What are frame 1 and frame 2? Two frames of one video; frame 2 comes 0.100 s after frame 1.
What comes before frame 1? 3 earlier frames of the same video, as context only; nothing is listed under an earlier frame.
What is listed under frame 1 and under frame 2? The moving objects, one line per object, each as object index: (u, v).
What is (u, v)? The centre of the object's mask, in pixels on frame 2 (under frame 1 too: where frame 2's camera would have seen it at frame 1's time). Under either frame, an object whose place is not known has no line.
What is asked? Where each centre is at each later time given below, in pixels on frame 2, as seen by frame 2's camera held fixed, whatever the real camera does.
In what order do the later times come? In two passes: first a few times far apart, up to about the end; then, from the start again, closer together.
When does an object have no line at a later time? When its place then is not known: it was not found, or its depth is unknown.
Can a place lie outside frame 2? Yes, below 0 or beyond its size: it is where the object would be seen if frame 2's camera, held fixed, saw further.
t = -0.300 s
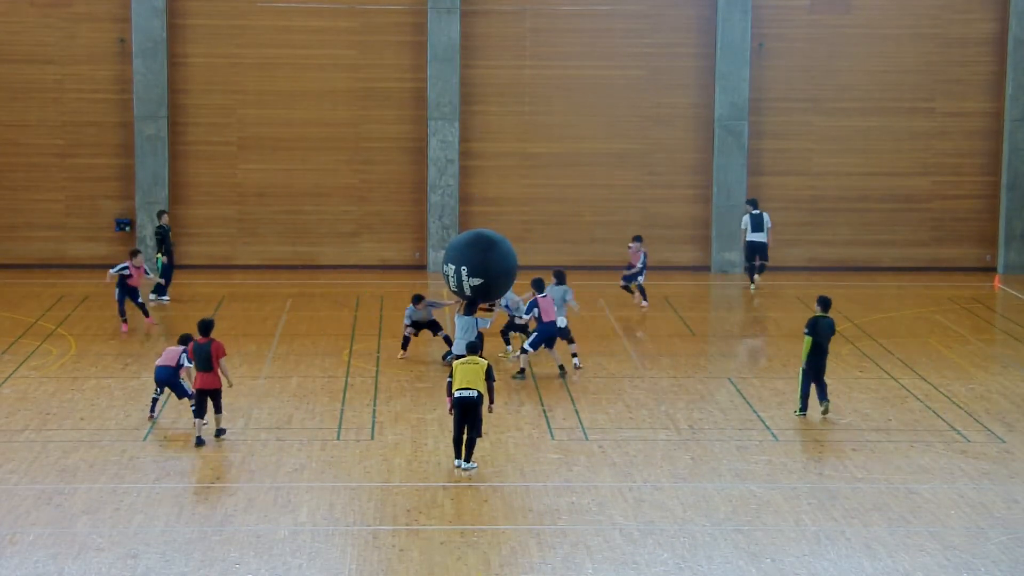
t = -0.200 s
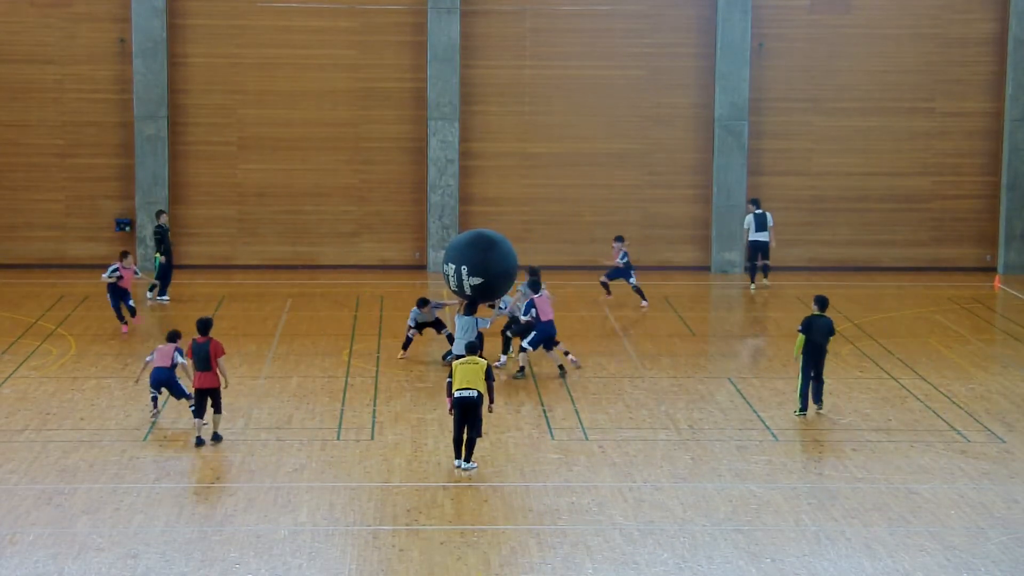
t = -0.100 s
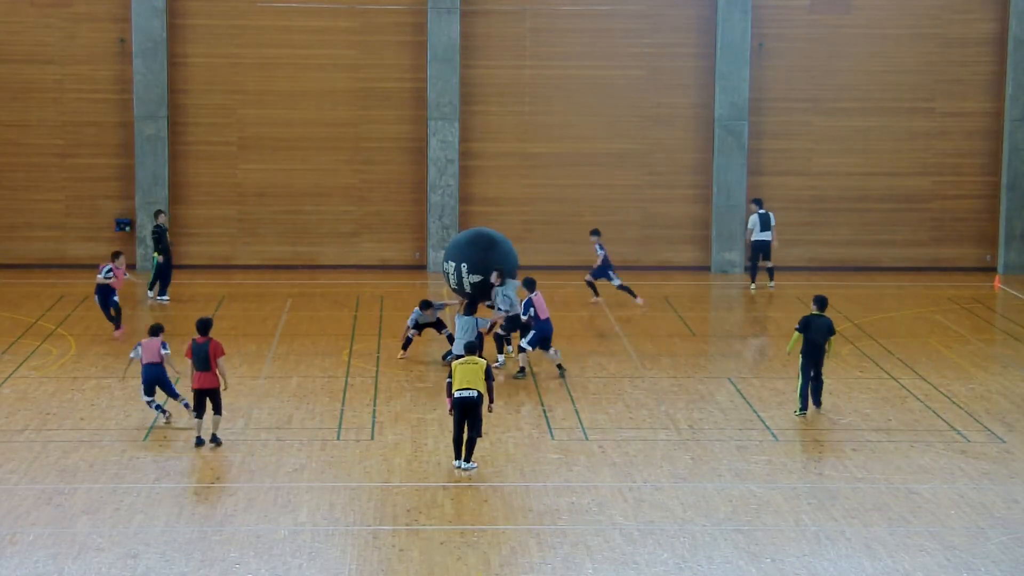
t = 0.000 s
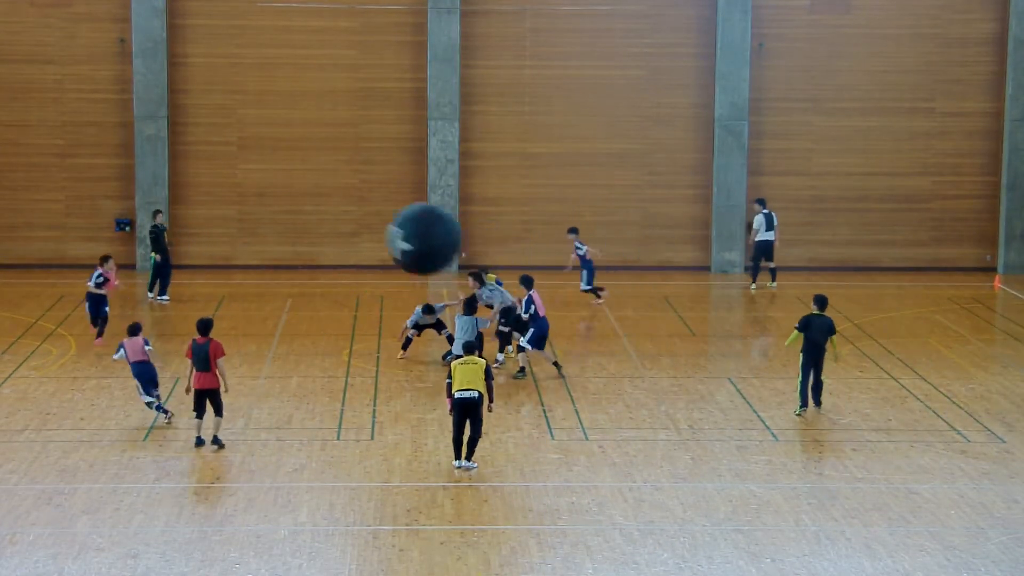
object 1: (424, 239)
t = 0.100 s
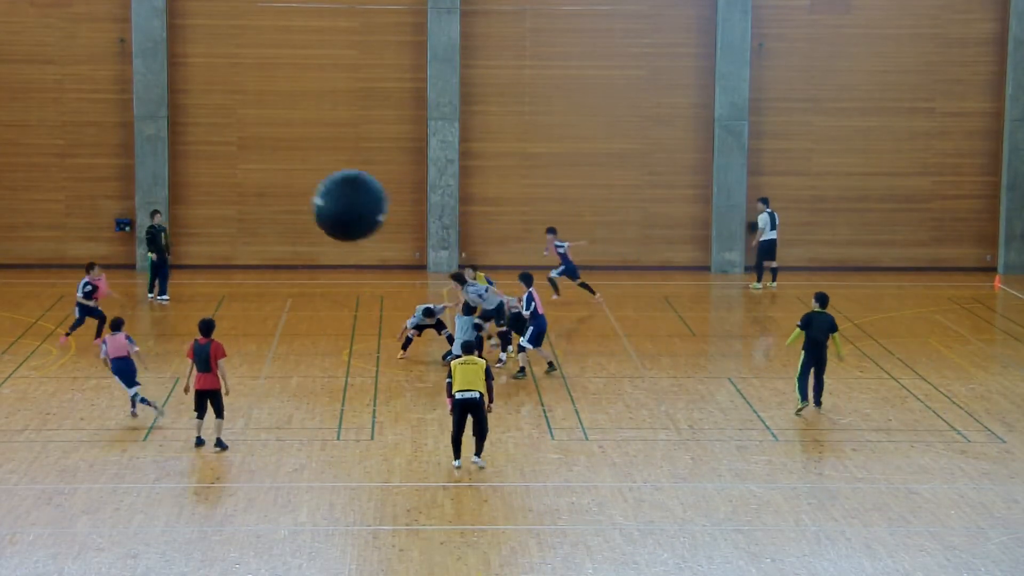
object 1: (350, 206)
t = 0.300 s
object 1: (227, 150)
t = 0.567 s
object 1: (146, 101)
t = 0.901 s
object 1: (93, 81)
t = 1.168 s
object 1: (60, 85)
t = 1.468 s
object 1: (31, 108)
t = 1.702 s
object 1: (22, 135)
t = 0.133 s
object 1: (326, 195)
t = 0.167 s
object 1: (304, 185)
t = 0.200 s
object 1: (283, 176)
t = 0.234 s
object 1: (263, 167)
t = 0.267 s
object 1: (244, 158)
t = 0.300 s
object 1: (227, 150)
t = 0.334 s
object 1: (211, 142)
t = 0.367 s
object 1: (198, 134)
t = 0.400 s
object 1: (186, 127)
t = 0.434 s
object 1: (176, 120)
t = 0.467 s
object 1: (167, 115)
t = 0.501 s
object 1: (159, 110)
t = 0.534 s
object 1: (152, 105)
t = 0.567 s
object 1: (146, 101)
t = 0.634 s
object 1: (133, 94)
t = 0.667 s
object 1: (128, 91)
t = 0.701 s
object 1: (123, 89)
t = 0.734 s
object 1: (117, 87)
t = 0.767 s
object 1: (113, 85)
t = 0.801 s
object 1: (107, 84)
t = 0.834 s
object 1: (103, 83)
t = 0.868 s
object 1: (98, 82)
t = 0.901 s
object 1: (93, 81)
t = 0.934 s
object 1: (89, 81)
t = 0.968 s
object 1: (84, 81)
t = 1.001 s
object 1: (80, 81)
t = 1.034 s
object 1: (76, 81)
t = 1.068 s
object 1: (72, 82)
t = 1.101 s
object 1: (67, 83)
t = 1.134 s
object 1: (64, 84)
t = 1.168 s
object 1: (60, 85)
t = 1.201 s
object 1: (56, 87)
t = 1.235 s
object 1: (52, 89)
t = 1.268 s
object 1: (49, 91)
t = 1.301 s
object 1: (45, 94)
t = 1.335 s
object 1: (42, 96)
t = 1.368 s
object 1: (39, 99)
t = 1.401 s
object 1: (36, 102)
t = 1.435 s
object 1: (34, 105)
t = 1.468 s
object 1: (31, 108)
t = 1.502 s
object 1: (29, 112)
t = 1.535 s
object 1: (28, 115)
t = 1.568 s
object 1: (26, 119)
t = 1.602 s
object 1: (25, 123)
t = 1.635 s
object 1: (24, 127)
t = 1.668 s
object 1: (23, 131)
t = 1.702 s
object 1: (22, 135)
